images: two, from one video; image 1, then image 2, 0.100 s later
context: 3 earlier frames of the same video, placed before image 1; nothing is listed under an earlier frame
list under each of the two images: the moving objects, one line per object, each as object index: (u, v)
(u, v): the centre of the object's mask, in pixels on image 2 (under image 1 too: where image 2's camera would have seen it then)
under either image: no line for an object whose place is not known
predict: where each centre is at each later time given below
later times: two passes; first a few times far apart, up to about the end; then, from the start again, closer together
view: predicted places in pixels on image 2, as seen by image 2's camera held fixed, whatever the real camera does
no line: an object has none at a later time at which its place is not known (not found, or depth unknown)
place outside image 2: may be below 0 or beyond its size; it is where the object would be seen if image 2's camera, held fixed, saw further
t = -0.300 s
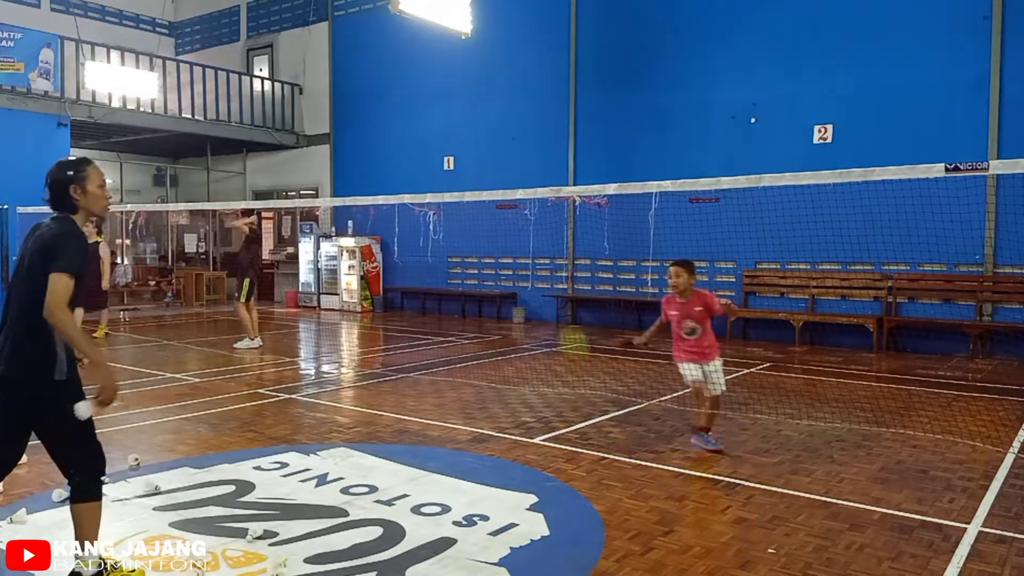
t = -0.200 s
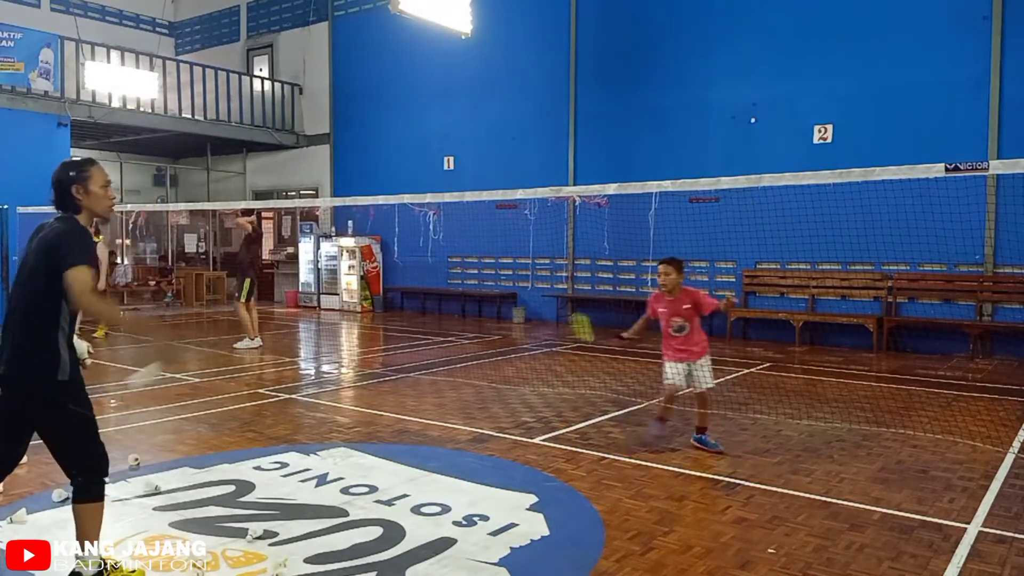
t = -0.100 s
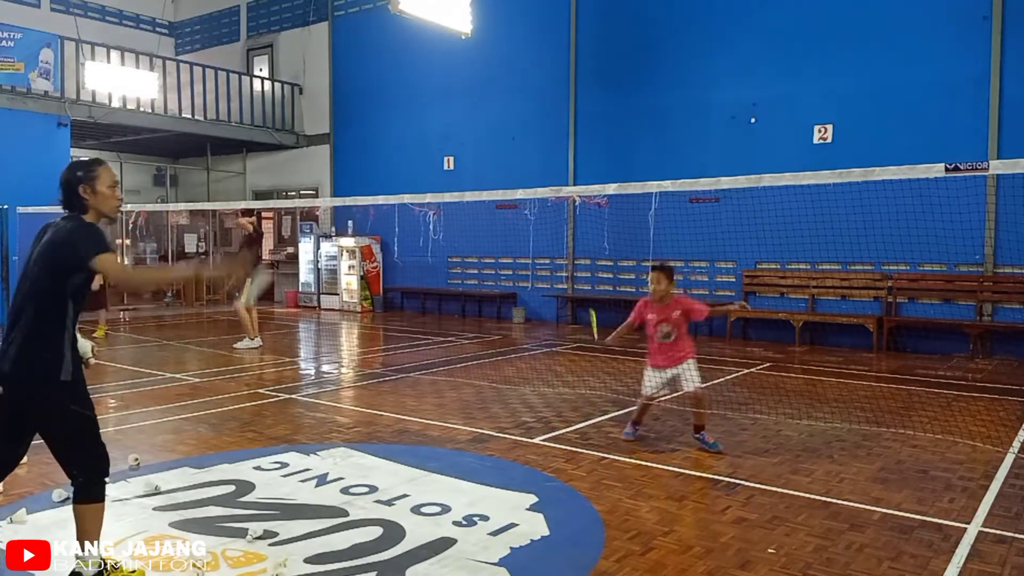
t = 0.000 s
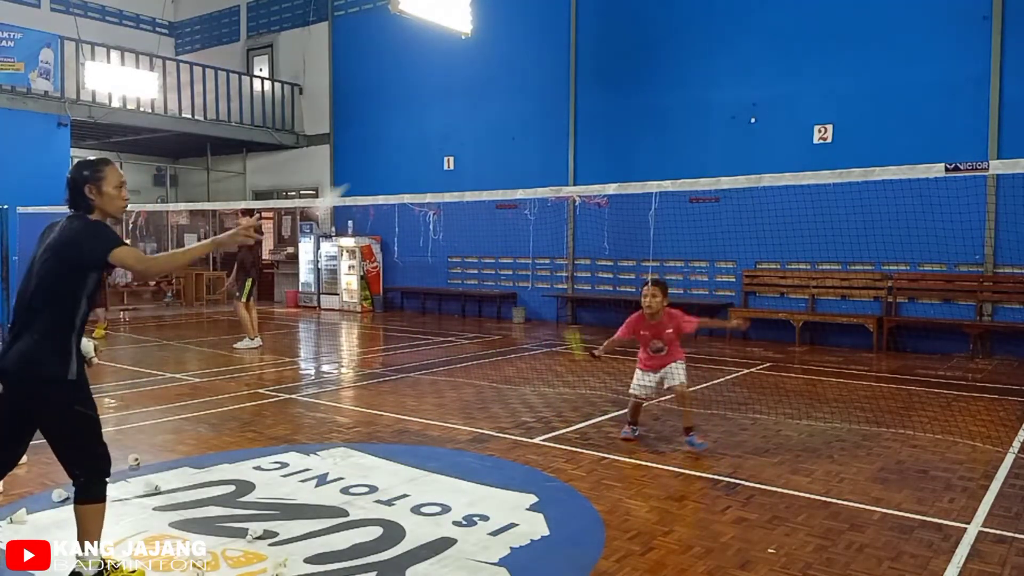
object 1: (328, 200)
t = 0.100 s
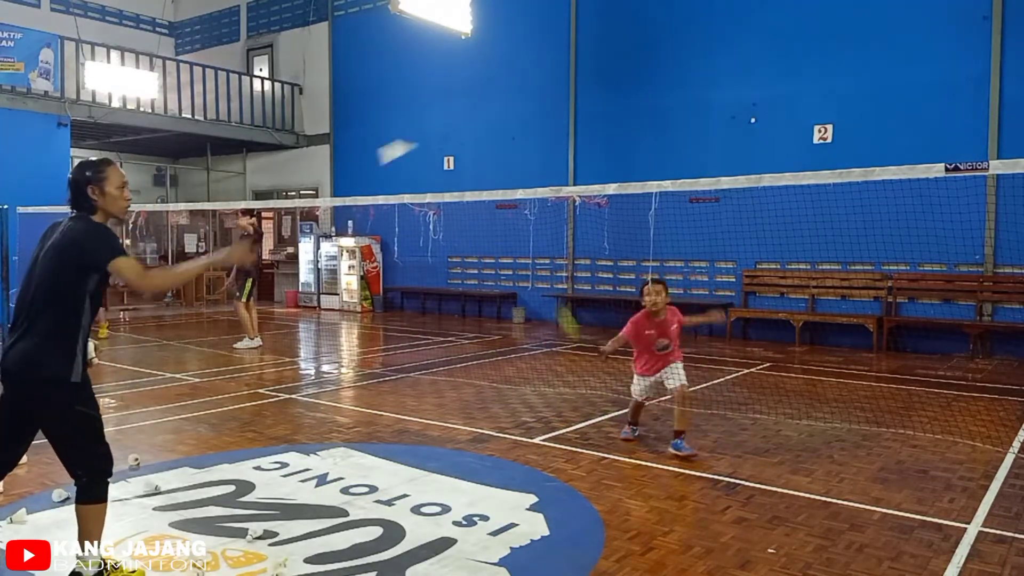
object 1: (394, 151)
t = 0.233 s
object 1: (477, 134)
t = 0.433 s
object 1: (576, 179)
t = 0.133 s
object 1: (416, 142)
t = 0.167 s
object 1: (437, 137)
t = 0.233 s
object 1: (477, 134)
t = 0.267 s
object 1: (495, 137)
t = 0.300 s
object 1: (514, 142)
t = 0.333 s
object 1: (531, 149)
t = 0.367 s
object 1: (548, 158)
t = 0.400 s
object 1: (563, 169)
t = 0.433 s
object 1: (576, 179)
